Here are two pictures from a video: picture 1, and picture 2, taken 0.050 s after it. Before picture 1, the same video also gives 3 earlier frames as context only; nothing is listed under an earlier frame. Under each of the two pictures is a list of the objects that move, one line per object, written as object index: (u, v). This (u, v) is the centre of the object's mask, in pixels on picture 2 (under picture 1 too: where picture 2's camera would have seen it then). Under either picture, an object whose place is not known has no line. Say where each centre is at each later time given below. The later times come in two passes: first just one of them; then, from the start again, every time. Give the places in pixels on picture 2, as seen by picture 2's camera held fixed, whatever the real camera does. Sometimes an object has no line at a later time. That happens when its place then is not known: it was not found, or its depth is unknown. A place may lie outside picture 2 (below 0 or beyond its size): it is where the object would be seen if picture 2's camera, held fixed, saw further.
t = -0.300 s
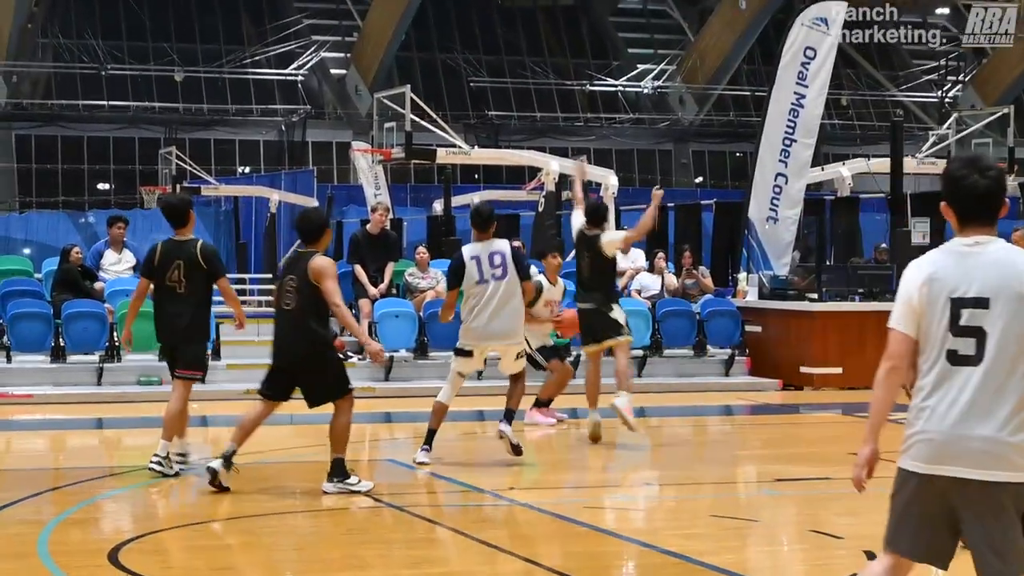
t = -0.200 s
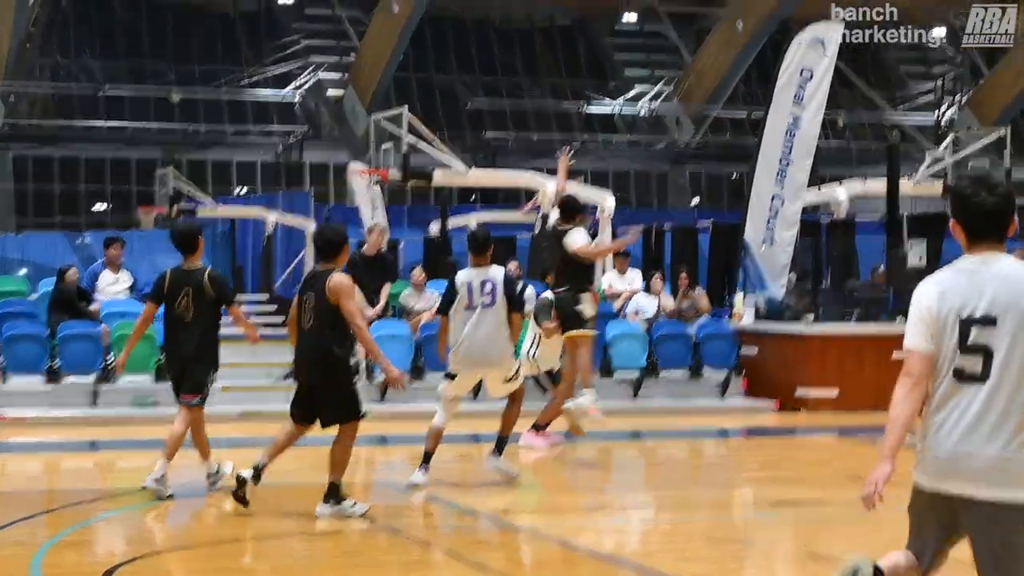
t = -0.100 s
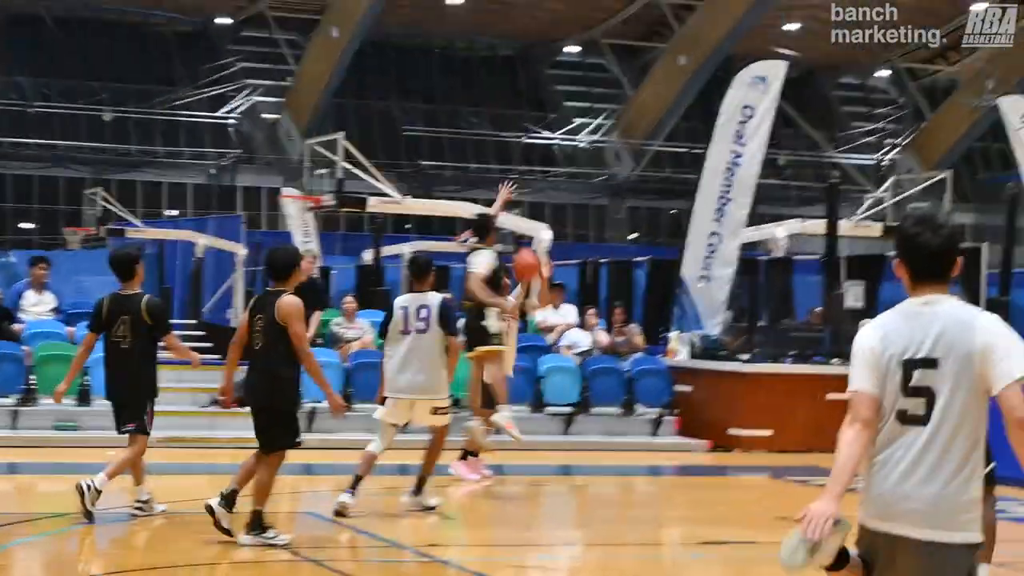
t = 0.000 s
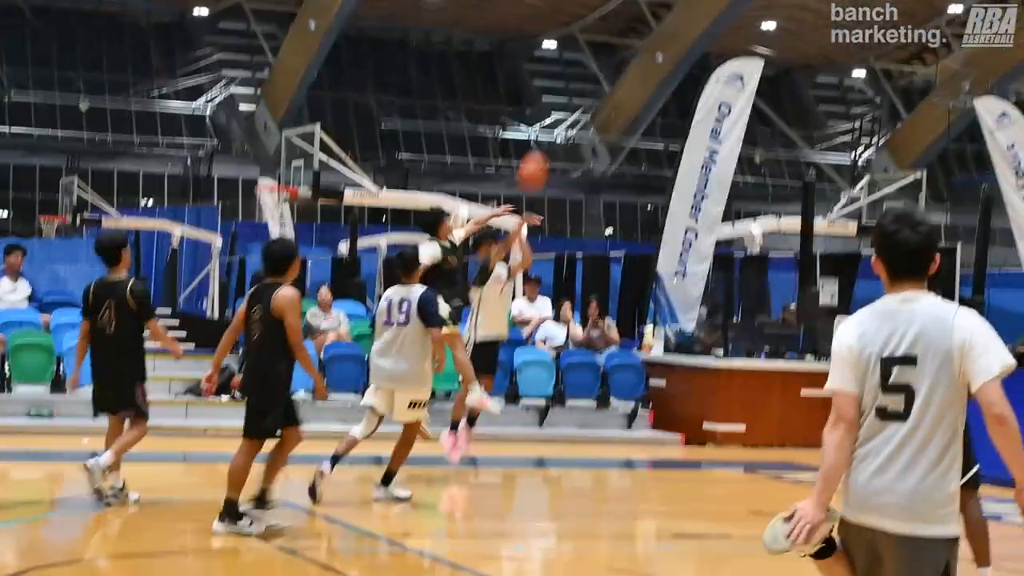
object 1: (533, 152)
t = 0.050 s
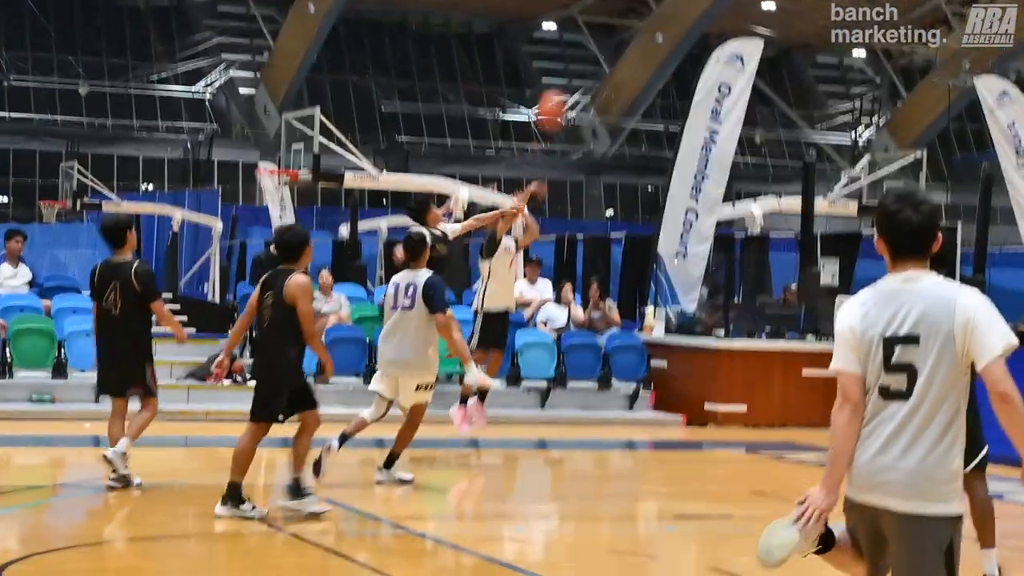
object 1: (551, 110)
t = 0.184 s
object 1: (599, 16)
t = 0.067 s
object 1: (558, 92)
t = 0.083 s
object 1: (564, 79)
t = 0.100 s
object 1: (571, 66)
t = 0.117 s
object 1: (576, 55)
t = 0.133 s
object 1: (582, 41)
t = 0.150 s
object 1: (589, 27)
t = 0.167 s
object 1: (593, 20)
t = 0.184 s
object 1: (599, 16)
